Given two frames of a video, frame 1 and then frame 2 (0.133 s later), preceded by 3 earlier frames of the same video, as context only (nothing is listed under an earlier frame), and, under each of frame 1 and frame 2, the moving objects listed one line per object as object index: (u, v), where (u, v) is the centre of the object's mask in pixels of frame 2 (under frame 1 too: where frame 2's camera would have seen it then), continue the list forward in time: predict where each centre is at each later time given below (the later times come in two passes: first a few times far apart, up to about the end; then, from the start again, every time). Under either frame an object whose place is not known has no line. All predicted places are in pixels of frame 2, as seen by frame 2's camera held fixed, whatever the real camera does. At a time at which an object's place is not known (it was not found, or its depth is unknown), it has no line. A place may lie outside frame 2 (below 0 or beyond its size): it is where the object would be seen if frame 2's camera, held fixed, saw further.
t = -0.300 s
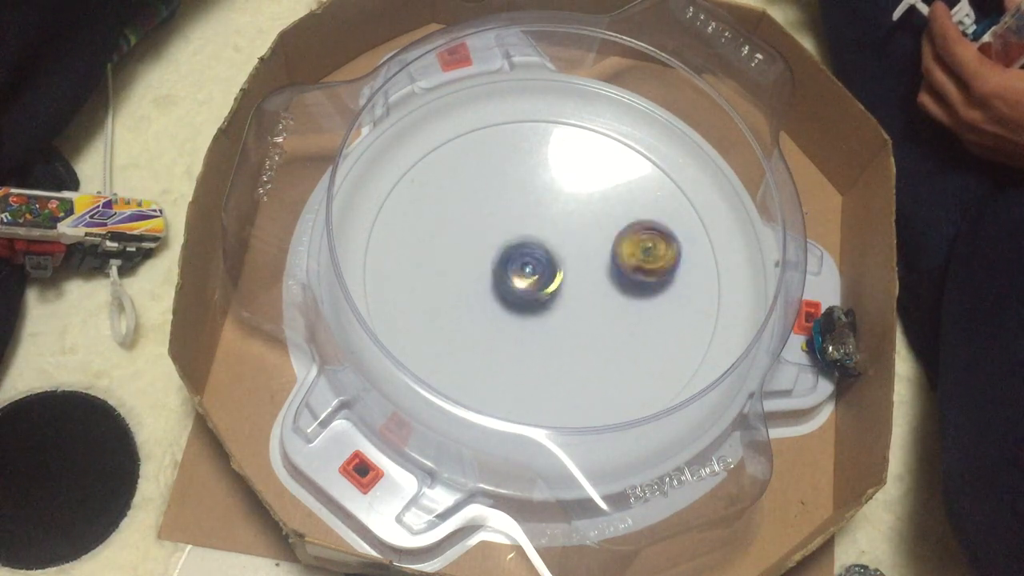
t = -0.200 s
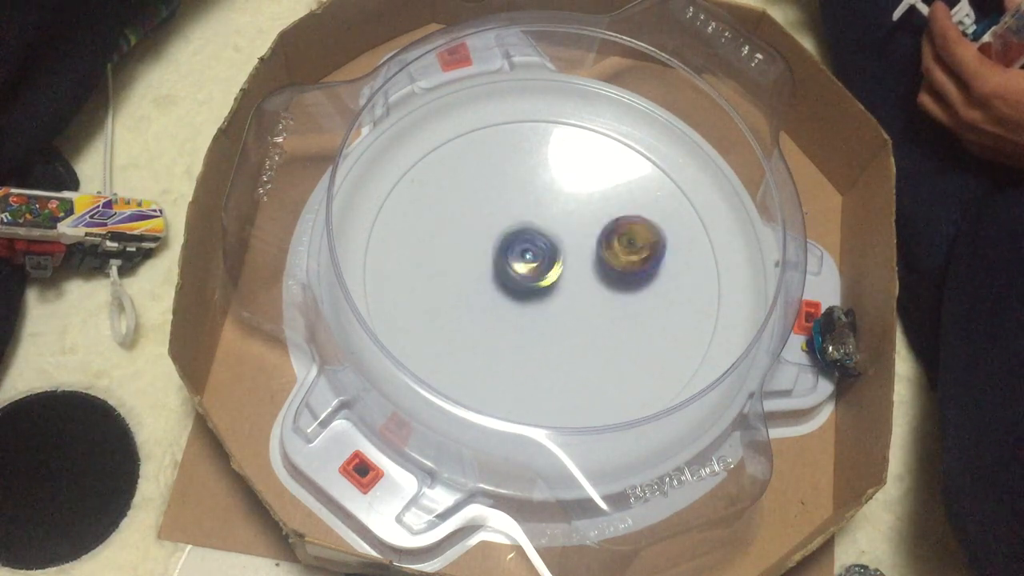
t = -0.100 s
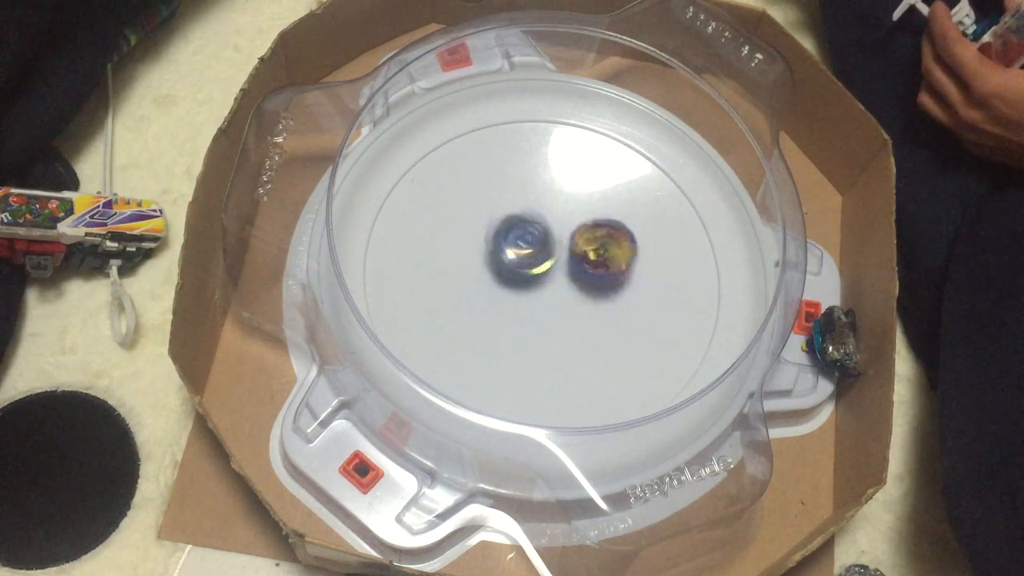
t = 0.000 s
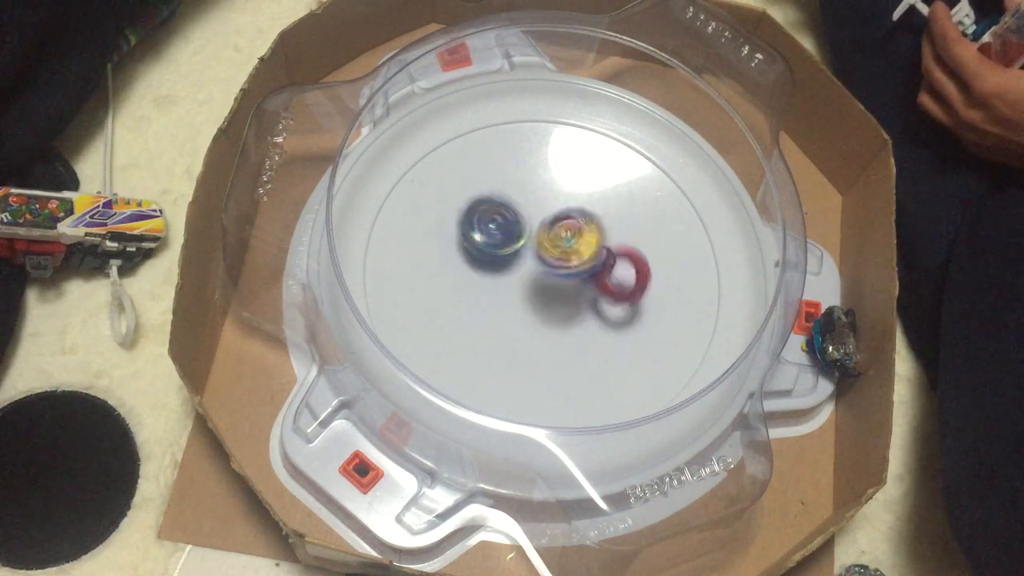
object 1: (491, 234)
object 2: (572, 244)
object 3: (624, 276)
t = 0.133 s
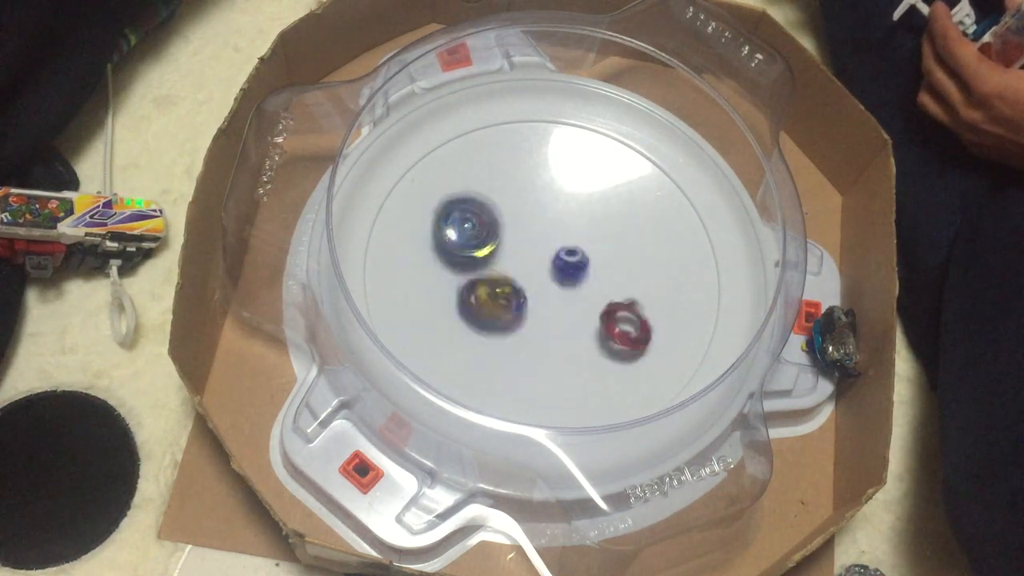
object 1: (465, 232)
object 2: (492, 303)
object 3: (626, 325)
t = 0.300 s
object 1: (487, 230)
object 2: (422, 384)
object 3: (580, 334)
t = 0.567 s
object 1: (539, 218)
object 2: (495, 365)
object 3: (511, 301)
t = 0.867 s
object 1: (584, 250)
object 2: (557, 319)
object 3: (517, 271)
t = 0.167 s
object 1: (465, 234)
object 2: (484, 294)
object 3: (623, 333)
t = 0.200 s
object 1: (470, 234)
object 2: (462, 322)
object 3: (614, 337)
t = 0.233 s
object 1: (475, 232)
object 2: (445, 352)
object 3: (602, 336)
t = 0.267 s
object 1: (479, 232)
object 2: (430, 362)
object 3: (594, 333)
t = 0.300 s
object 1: (487, 230)
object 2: (422, 384)
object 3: (580, 334)
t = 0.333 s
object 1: (493, 228)
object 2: (415, 396)
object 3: (571, 327)
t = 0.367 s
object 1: (500, 225)
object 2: (416, 418)
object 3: (559, 324)
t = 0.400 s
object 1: (504, 222)
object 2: (422, 420)
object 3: (546, 320)
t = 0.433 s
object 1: (512, 220)
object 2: (435, 414)
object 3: (534, 317)
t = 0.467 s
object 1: (518, 218)
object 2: (450, 410)
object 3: (527, 311)
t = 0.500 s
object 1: (525, 217)
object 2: (468, 387)
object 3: (518, 308)
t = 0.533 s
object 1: (532, 218)
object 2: (480, 380)
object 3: (514, 304)
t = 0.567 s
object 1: (539, 218)
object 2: (495, 365)
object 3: (511, 301)
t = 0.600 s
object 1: (545, 220)
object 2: (510, 354)
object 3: (510, 295)
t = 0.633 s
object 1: (552, 222)
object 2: (522, 351)
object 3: (511, 286)
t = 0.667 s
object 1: (559, 225)
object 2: (533, 347)
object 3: (512, 280)
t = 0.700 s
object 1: (564, 229)
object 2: (542, 342)
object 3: (514, 275)
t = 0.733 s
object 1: (571, 232)
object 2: (549, 336)
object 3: (516, 272)
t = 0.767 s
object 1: (575, 237)
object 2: (553, 331)
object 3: (517, 271)
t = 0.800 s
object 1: (580, 241)
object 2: (556, 325)
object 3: (517, 271)
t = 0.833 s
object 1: (584, 248)
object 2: (557, 322)
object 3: (517, 271)
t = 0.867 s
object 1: (584, 250)
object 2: (557, 319)
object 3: (517, 271)
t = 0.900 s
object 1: (582, 253)
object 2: (557, 318)
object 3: (517, 271)
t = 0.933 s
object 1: (577, 255)
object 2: (557, 319)
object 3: (517, 271)
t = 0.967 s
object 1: (573, 258)
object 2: (557, 320)
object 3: (516, 271)
